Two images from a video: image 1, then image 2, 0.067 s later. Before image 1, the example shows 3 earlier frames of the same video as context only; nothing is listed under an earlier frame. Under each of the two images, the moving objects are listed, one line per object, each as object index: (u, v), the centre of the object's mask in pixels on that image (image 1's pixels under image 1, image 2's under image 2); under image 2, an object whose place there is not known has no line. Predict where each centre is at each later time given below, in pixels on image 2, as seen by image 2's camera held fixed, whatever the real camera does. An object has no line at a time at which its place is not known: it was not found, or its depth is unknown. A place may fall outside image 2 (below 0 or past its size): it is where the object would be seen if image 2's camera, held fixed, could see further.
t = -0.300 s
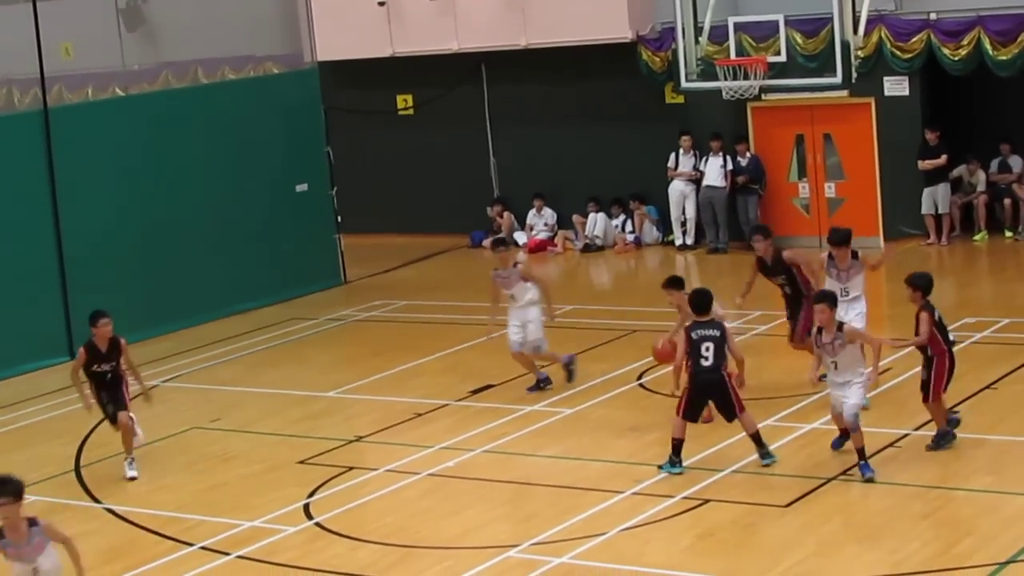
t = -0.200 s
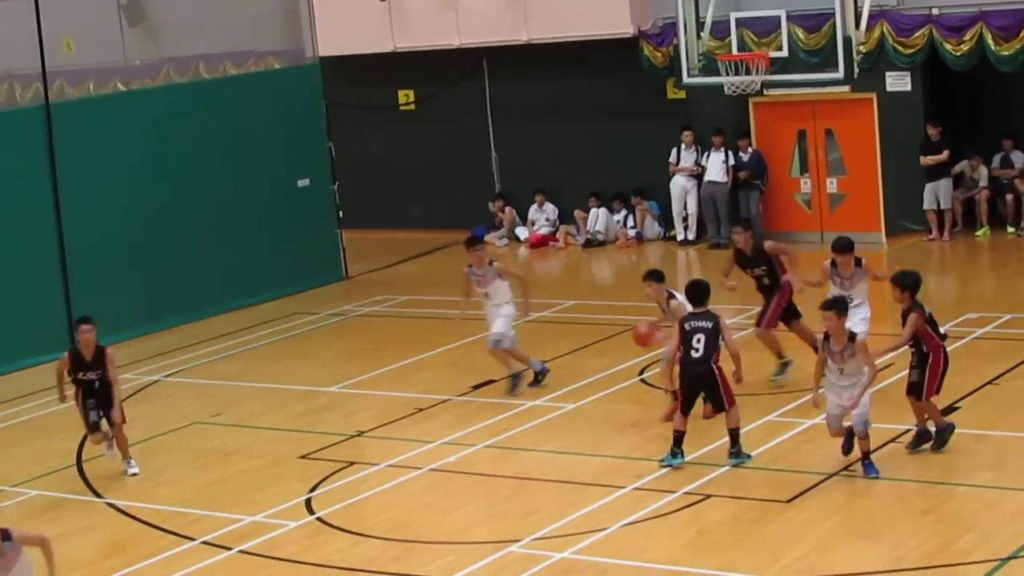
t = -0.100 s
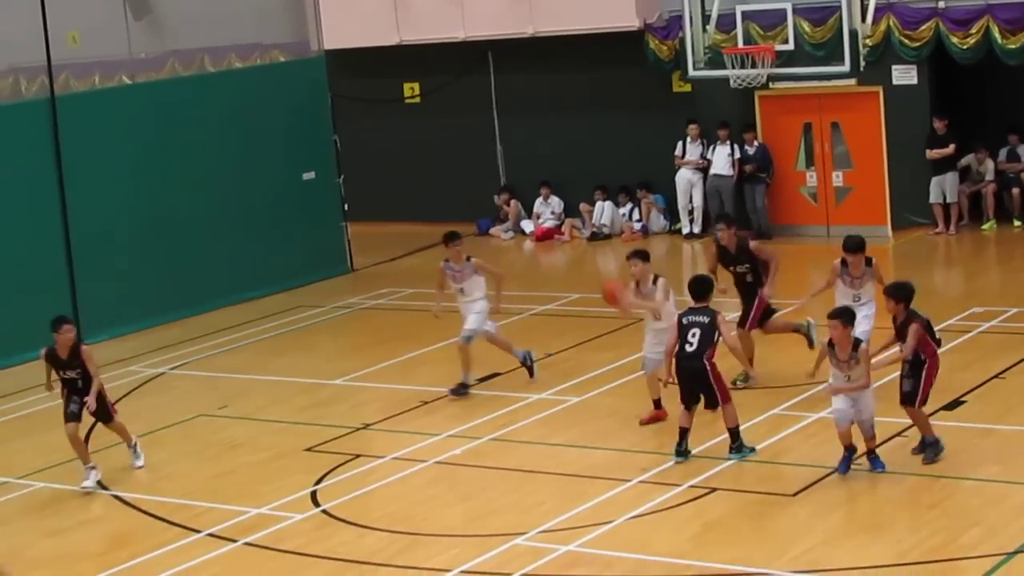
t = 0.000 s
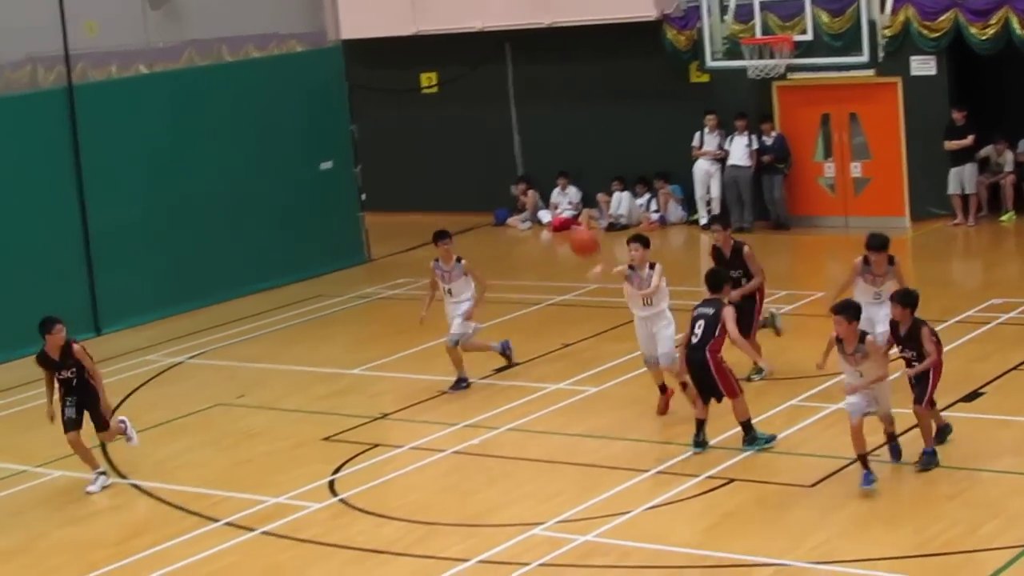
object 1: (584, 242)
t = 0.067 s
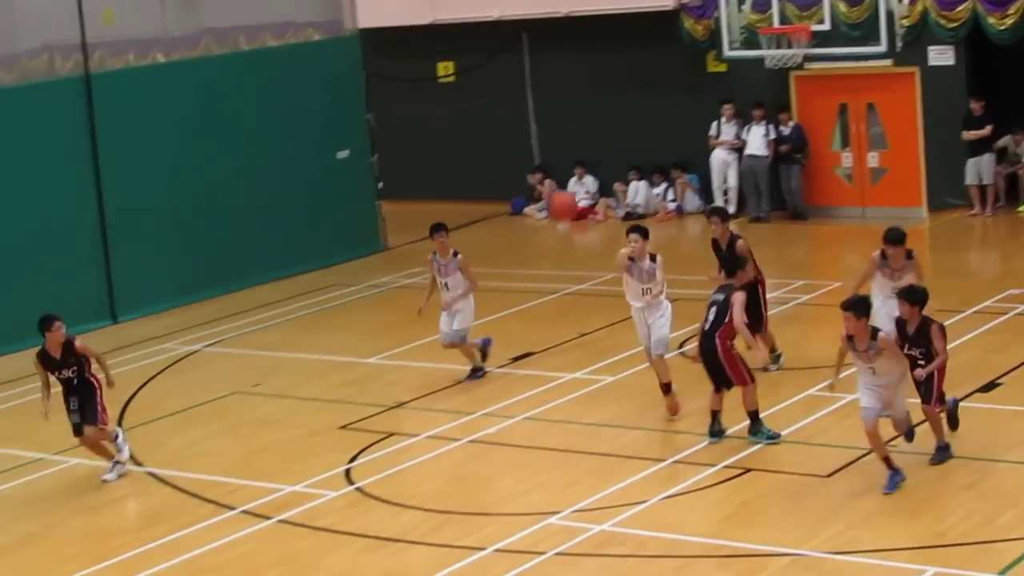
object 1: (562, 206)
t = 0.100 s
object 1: (543, 193)
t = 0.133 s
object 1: (524, 186)
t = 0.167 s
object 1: (504, 177)
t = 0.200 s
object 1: (482, 169)
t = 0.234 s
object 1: (459, 161)
